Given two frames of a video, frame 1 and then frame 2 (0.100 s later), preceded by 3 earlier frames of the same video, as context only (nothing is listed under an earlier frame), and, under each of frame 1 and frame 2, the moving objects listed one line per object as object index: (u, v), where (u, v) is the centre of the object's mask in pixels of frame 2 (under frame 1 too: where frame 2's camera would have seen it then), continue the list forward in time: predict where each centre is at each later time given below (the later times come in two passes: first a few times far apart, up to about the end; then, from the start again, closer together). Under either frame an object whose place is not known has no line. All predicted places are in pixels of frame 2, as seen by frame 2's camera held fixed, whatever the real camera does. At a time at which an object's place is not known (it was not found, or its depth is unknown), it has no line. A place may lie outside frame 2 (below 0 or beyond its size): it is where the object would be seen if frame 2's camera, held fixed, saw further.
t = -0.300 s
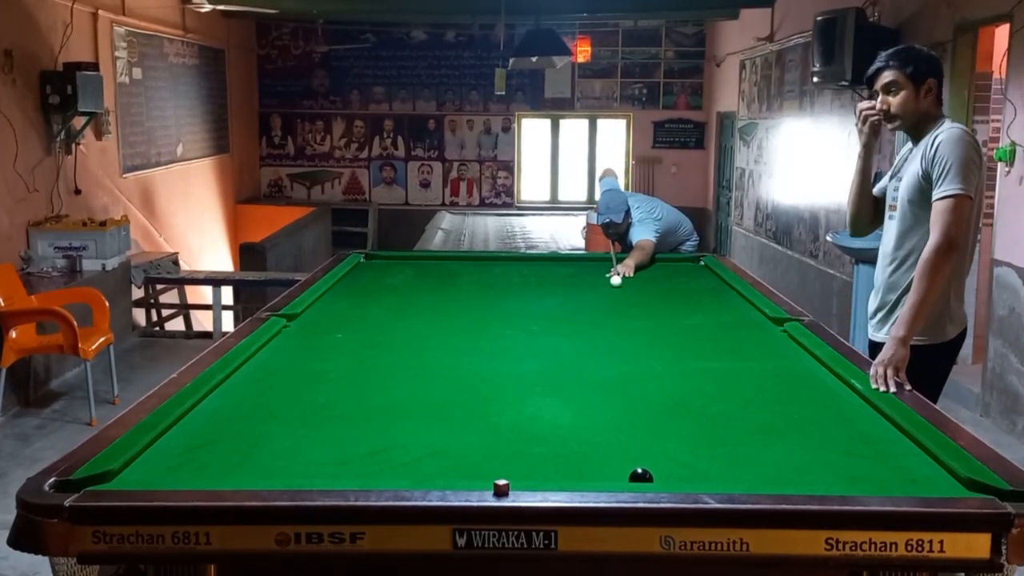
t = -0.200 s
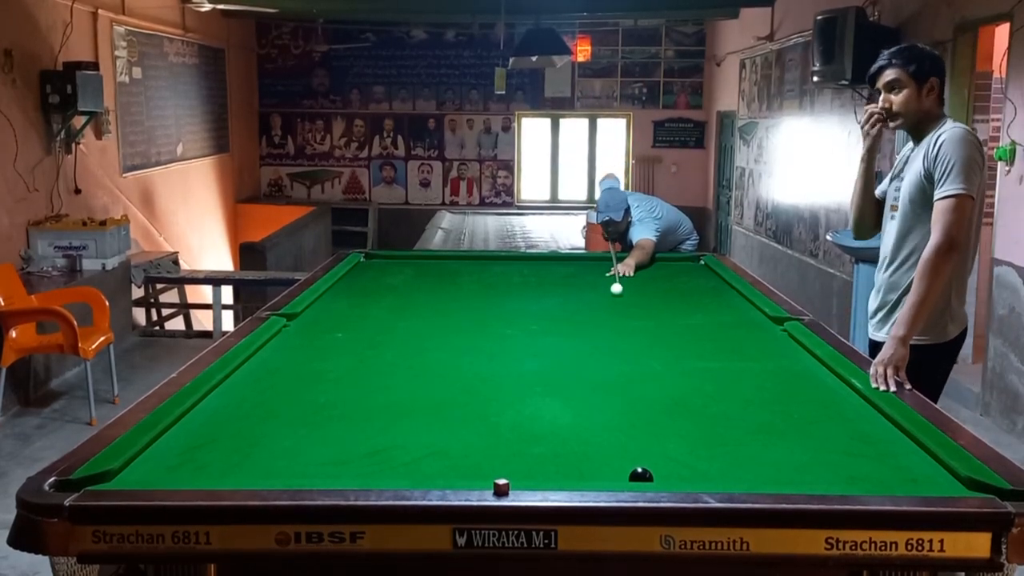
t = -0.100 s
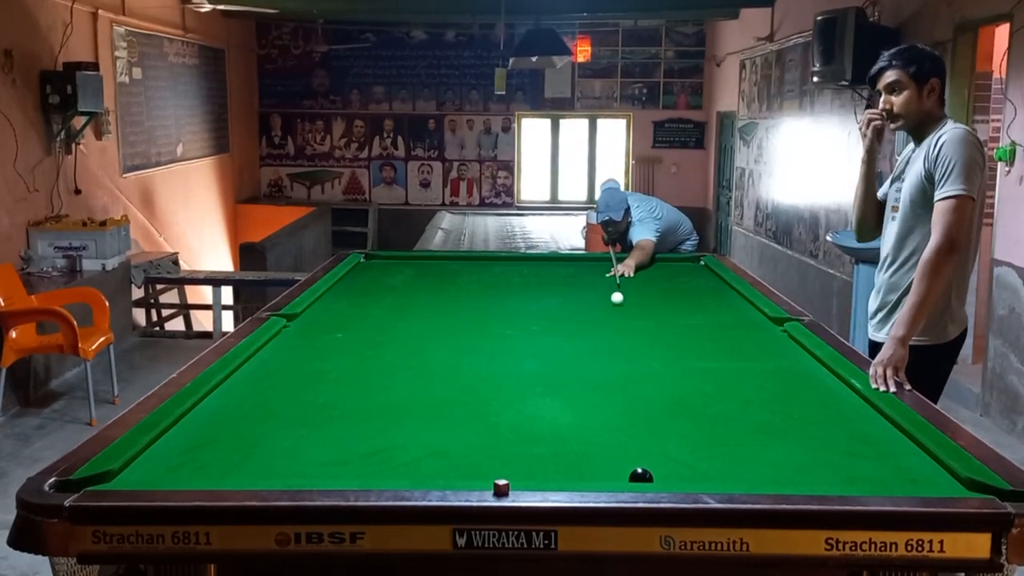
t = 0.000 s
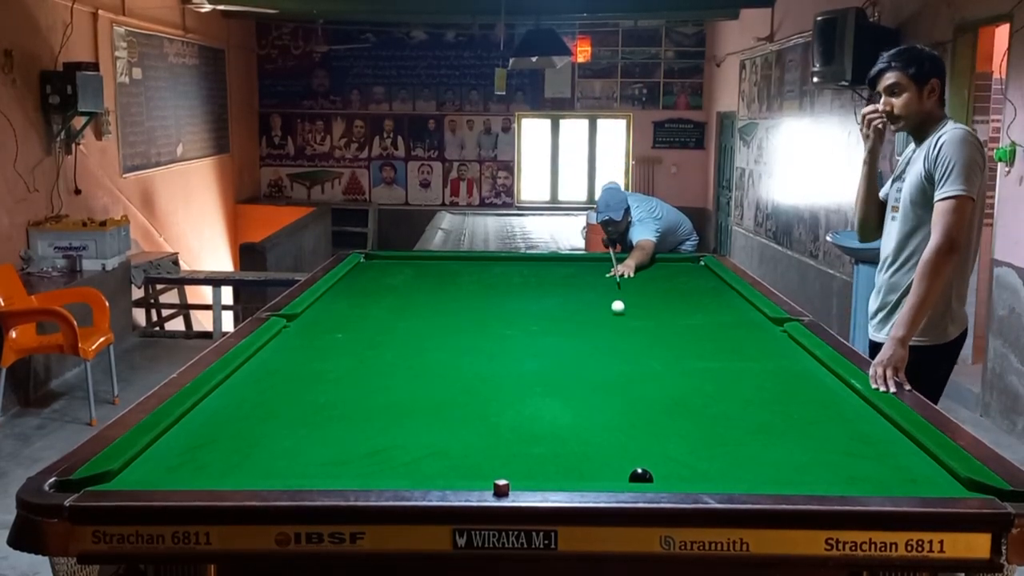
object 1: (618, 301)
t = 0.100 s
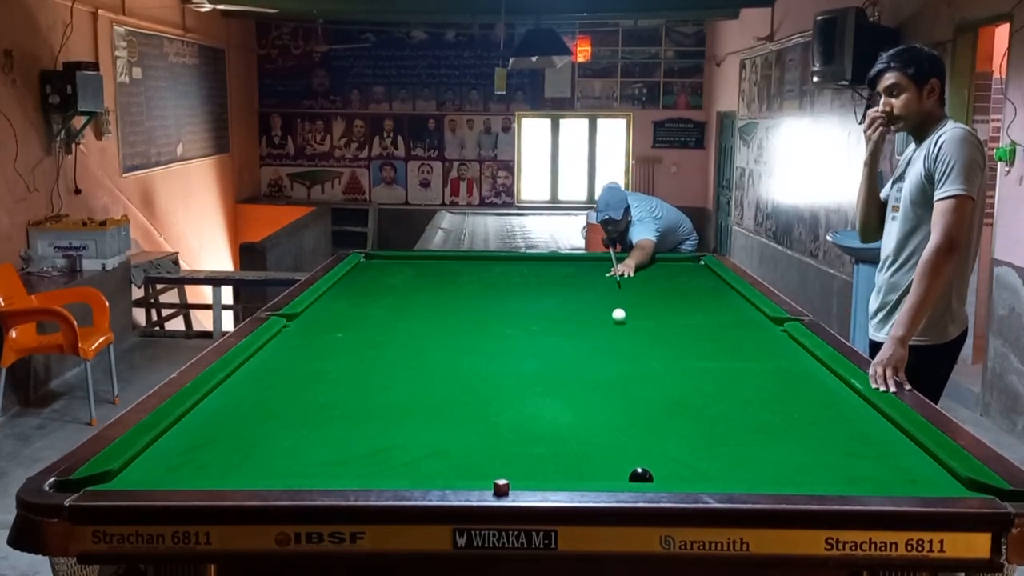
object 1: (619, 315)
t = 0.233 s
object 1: (620, 328)
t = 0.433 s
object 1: (622, 351)
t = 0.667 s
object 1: (626, 385)
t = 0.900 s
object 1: (630, 428)
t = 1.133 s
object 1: (625, 469)
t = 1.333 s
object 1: (568, 457)
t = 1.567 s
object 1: (515, 450)
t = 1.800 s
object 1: (466, 444)
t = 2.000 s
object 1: (427, 439)
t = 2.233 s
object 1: (387, 435)
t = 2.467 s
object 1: (350, 431)
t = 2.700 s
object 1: (316, 427)
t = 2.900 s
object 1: (289, 424)
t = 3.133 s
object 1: (261, 422)
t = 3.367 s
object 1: (235, 419)
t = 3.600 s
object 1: (212, 417)
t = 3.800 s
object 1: (194, 416)
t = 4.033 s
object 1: (202, 415)
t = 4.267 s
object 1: (215, 415)
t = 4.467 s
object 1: (223, 414)
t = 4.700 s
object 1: (231, 414)
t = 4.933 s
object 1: (235, 414)
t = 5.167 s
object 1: (237, 414)
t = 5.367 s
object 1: (237, 414)
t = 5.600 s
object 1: (236, 414)
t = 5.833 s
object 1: (236, 414)
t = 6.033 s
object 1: (236, 414)
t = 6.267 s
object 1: (236, 414)
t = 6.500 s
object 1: (236, 414)
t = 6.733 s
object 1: (236, 415)
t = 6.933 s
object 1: (236, 415)
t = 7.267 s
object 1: (238, 415)
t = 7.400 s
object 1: (236, 414)
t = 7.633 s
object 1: (236, 414)
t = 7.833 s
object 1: (237, 414)
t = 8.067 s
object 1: (236, 414)
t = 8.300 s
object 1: (236, 414)
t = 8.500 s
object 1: (236, 414)
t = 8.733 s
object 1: (236, 414)
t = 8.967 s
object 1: (236, 414)
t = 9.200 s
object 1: (236, 414)
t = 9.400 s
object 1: (236, 414)
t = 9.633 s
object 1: (236, 415)
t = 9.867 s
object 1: (236, 414)
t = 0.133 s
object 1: (619, 319)
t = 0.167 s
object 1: (619, 321)
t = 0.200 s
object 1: (620, 325)
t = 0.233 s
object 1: (620, 328)
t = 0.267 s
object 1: (620, 332)
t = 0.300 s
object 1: (621, 336)
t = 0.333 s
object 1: (621, 339)
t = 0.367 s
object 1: (621, 343)
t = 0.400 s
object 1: (622, 347)
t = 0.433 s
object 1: (622, 351)
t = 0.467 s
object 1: (623, 356)
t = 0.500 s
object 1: (623, 360)
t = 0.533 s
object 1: (624, 365)
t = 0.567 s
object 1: (624, 369)
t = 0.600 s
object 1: (625, 374)
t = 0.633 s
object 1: (625, 380)
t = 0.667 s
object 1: (626, 385)
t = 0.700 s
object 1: (626, 391)
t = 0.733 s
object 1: (627, 396)
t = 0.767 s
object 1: (627, 403)
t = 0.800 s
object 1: (628, 409)
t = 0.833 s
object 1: (629, 415)
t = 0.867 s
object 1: (629, 422)
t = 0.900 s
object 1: (630, 428)
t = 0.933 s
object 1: (631, 435)
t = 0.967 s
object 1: (632, 443)
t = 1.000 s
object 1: (633, 451)
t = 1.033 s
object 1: (633, 458)
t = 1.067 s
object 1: (633, 463)
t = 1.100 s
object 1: (630, 468)
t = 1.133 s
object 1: (625, 469)
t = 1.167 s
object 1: (614, 466)
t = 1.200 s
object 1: (603, 463)
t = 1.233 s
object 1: (593, 461)
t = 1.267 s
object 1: (584, 459)
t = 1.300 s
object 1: (576, 458)
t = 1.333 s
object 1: (568, 457)
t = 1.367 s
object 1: (560, 456)
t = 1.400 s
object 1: (552, 455)
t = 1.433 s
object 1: (544, 454)
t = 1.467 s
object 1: (537, 453)
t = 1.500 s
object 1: (529, 452)
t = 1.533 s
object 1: (522, 451)
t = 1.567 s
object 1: (515, 450)
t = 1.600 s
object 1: (507, 449)
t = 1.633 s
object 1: (500, 448)
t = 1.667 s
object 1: (493, 447)
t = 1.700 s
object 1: (486, 446)
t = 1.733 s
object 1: (479, 446)
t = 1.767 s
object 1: (472, 445)
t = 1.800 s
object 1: (466, 444)
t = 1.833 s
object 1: (459, 444)
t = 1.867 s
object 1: (453, 443)
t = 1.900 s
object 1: (446, 442)
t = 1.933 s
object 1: (440, 441)
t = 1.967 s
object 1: (434, 440)
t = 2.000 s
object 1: (427, 439)
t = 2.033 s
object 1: (422, 439)
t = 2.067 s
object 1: (416, 438)
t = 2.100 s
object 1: (410, 438)
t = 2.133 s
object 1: (404, 437)
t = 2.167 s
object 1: (398, 436)
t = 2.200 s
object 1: (393, 435)
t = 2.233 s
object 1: (387, 435)
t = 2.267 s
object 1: (382, 434)
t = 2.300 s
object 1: (376, 434)
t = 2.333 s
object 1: (371, 433)
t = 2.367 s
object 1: (365, 432)
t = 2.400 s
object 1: (360, 432)
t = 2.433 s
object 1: (355, 431)
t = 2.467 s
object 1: (350, 431)
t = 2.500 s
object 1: (345, 430)
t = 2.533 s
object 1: (340, 430)
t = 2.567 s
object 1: (335, 429)
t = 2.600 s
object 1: (331, 428)
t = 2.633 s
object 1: (326, 428)
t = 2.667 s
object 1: (321, 427)
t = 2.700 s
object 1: (316, 427)
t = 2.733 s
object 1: (311, 426)
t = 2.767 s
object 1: (307, 426)
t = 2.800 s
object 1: (302, 426)
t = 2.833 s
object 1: (298, 425)
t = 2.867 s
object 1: (293, 425)
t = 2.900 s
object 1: (289, 424)
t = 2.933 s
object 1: (285, 424)
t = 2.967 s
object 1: (281, 424)
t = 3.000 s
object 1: (277, 423)
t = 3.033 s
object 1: (273, 423)
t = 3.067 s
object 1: (269, 423)
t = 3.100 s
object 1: (265, 422)
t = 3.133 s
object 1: (261, 422)
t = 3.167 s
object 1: (257, 421)
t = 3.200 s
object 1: (253, 421)
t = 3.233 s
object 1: (250, 421)
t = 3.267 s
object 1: (246, 420)
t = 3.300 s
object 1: (242, 420)
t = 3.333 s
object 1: (238, 420)
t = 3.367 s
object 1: (235, 419)
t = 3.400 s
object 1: (231, 419)
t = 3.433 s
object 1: (228, 419)
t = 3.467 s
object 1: (225, 419)
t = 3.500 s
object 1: (221, 418)
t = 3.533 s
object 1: (218, 418)
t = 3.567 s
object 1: (215, 418)
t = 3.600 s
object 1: (212, 417)
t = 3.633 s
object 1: (209, 417)
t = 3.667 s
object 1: (205, 417)
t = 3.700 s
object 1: (202, 417)
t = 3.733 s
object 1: (200, 417)
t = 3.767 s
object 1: (196, 417)
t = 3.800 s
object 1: (194, 416)
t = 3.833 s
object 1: (191, 416)
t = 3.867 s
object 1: (191, 416)
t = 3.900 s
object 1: (193, 416)
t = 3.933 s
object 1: (196, 416)
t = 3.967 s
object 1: (198, 416)
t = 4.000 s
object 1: (200, 416)
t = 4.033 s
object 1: (202, 415)
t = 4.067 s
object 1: (204, 415)
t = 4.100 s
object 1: (206, 415)
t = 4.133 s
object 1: (208, 415)
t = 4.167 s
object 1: (209, 415)
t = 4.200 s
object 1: (211, 415)
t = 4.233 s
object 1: (213, 415)
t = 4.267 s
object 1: (215, 415)
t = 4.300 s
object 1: (216, 415)
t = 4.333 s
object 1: (217, 415)
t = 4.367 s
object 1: (219, 414)
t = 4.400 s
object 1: (220, 414)
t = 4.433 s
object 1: (222, 414)
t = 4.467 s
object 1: (223, 414)
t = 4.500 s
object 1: (224, 414)
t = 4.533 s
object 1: (225, 414)
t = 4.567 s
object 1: (227, 414)
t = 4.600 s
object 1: (228, 414)
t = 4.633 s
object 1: (229, 414)
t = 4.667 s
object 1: (230, 414)
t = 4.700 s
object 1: (231, 414)
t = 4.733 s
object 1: (231, 414)
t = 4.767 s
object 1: (232, 414)
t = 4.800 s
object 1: (233, 414)
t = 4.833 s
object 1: (233, 414)
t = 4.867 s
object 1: (234, 414)
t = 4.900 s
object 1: (235, 414)
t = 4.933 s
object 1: (235, 414)
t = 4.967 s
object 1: (235, 414)
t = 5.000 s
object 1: (236, 414)
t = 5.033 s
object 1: (236, 414)
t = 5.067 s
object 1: (236, 414)
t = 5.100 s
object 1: (236, 414)
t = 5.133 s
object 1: (236, 414)
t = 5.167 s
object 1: (237, 414)
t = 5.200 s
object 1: (237, 414)
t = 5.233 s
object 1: (237, 414)
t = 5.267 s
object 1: (237, 414)
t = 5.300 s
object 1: (237, 414)
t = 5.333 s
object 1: (237, 414)
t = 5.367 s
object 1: (237, 414)
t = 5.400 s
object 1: (236, 414)
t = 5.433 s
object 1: (236, 414)
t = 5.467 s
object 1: (236, 414)
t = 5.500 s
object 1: (236, 414)
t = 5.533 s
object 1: (237, 414)
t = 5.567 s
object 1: (236, 414)
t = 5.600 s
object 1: (236, 414)
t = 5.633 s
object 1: (236, 414)
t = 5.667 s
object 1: (236, 414)
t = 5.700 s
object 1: (236, 414)
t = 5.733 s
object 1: (236, 414)
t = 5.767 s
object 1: (236, 414)
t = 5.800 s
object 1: (236, 414)
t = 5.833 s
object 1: (236, 414)
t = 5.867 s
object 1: (236, 414)
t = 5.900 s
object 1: (236, 414)
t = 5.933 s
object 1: (236, 414)
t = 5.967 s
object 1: (236, 414)
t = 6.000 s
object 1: (236, 414)
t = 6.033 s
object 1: (236, 414)
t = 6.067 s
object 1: (236, 414)
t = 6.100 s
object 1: (236, 414)
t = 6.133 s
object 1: (236, 414)
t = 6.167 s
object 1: (236, 414)
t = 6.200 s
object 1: (236, 414)
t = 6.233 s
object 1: (236, 414)
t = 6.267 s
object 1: (236, 414)
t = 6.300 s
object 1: (236, 414)
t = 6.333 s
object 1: (236, 414)
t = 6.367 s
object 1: (236, 414)
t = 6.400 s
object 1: (236, 414)
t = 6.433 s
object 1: (236, 414)
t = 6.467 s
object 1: (236, 414)
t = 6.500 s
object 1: (236, 414)
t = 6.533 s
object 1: (236, 414)
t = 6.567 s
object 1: (236, 415)
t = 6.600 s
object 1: (236, 415)
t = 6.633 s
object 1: (236, 415)
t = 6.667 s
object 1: (236, 415)
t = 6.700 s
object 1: (236, 415)
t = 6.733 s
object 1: (236, 415)
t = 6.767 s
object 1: (236, 415)
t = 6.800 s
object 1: (236, 415)
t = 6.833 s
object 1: (236, 415)
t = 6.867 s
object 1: (236, 415)
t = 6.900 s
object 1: (236, 415)
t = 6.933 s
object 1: (236, 415)
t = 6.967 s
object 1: (236, 415)
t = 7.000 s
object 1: (236, 415)
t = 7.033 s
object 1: (238, 409)
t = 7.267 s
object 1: (238, 415)
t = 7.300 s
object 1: (237, 414)
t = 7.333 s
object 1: (237, 414)
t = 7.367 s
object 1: (236, 414)
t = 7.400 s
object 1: (236, 414)
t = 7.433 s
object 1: (236, 414)
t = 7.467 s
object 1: (236, 414)
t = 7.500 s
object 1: (237, 414)
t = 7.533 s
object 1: (237, 414)
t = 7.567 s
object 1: (237, 414)
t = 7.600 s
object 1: (236, 414)
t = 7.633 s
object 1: (236, 414)
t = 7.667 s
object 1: (236, 414)
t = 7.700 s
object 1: (236, 414)
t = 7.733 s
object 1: (236, 414)
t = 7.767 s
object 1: (237, 414)
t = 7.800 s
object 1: (237, 414)
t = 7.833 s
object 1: (237, 414)
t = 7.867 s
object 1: (236, 414)
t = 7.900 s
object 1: (237, 414)
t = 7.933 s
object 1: (236, 414)
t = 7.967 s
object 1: (236, 414)
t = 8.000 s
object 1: (236, 414)
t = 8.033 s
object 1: (236, 414)
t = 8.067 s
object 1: (236, 414)
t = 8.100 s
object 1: (236, 414)
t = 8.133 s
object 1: (236, 414)
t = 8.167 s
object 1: (236, 414)
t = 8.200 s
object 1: (236, 414)
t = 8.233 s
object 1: (236, 414)
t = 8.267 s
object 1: (236, 414)
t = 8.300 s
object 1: (236, 414)
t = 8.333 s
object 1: (236, 414)
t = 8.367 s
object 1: (236, 414)
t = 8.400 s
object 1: (236, 414)
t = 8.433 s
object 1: (236, 414)
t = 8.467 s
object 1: (236, 414)
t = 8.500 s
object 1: (236, 414)
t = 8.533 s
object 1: (236, 414)
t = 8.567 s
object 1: (236, 414)
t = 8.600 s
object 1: (236, 414)
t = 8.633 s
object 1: (236, 414)
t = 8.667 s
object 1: (236, 414)
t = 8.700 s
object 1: (236, 414)
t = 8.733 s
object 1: (236, 414)
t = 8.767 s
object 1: (237, 414)
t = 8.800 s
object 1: (236, 414)
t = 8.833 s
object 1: (236, 414)
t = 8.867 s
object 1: (236, 414)
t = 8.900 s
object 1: (236, 414)
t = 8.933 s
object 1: (236, 414)
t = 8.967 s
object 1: (236, 414)
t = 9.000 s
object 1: (236, 415)
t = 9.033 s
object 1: (236, 414)
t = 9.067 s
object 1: (236, 415)
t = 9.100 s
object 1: (236, 414)
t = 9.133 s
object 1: (237, 415)
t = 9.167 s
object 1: (236, 414)
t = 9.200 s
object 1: (236, 414)
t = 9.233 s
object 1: (236, 414)
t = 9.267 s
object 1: (236, 414)
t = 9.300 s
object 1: (236, 414)
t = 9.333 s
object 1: (236, 414)
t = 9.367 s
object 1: (236, 414)
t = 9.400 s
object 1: (236, 414)
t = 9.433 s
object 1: (236, 414)
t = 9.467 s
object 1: (236, 414)
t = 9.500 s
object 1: (236, 414)
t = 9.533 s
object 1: (236, 414)
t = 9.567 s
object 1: (236, 414)
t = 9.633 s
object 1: (236, 415)
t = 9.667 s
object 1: (236, 414)
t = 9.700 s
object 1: (236, 414)
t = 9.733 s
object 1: (236, 414)
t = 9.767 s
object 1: (236, 414)
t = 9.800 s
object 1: (236, 414)
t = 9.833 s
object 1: (236, 414)
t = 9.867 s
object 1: (236, 414)
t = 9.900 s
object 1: (236, 415)
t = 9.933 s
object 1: (236, 415)
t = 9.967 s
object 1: (236, 414)
